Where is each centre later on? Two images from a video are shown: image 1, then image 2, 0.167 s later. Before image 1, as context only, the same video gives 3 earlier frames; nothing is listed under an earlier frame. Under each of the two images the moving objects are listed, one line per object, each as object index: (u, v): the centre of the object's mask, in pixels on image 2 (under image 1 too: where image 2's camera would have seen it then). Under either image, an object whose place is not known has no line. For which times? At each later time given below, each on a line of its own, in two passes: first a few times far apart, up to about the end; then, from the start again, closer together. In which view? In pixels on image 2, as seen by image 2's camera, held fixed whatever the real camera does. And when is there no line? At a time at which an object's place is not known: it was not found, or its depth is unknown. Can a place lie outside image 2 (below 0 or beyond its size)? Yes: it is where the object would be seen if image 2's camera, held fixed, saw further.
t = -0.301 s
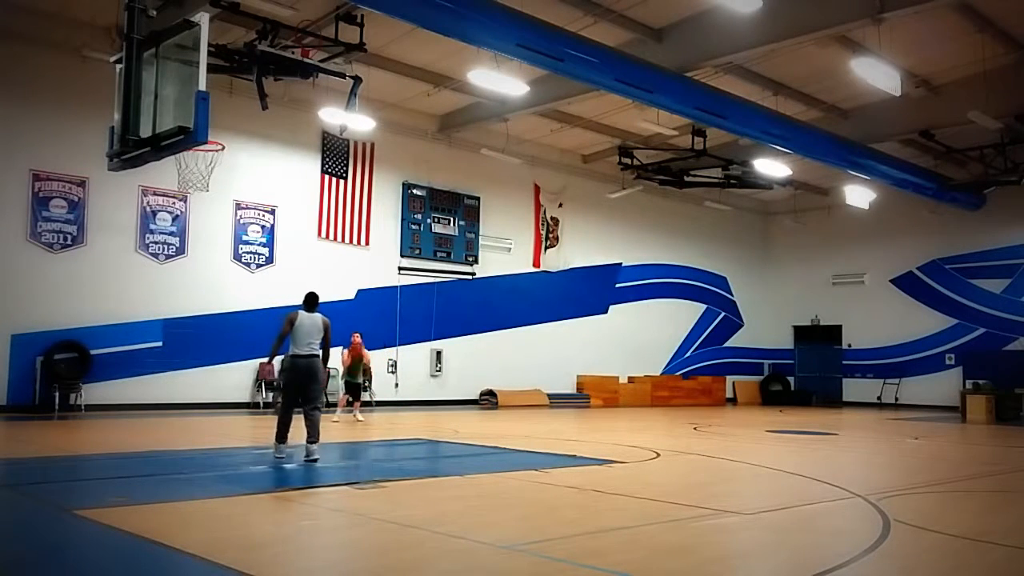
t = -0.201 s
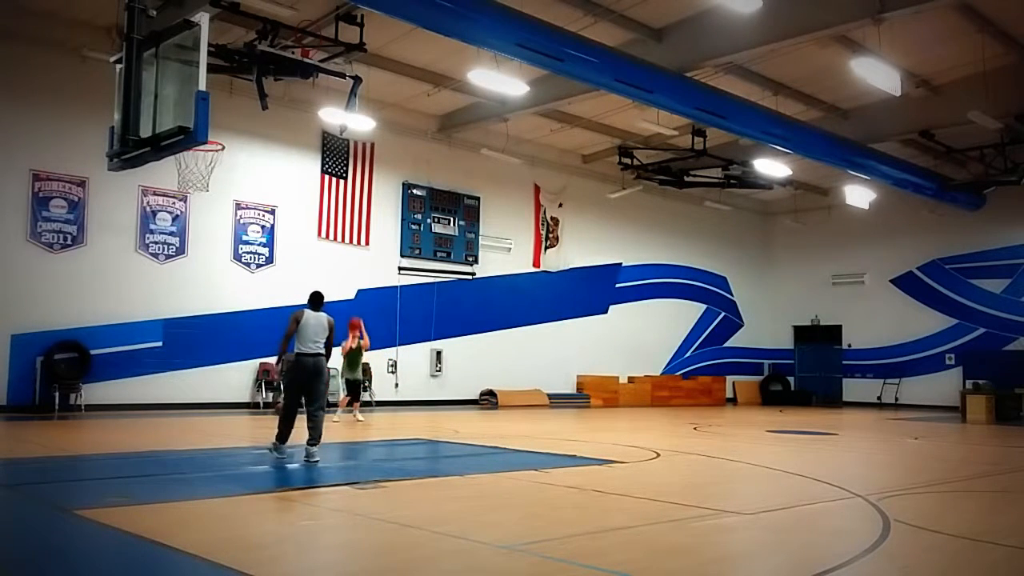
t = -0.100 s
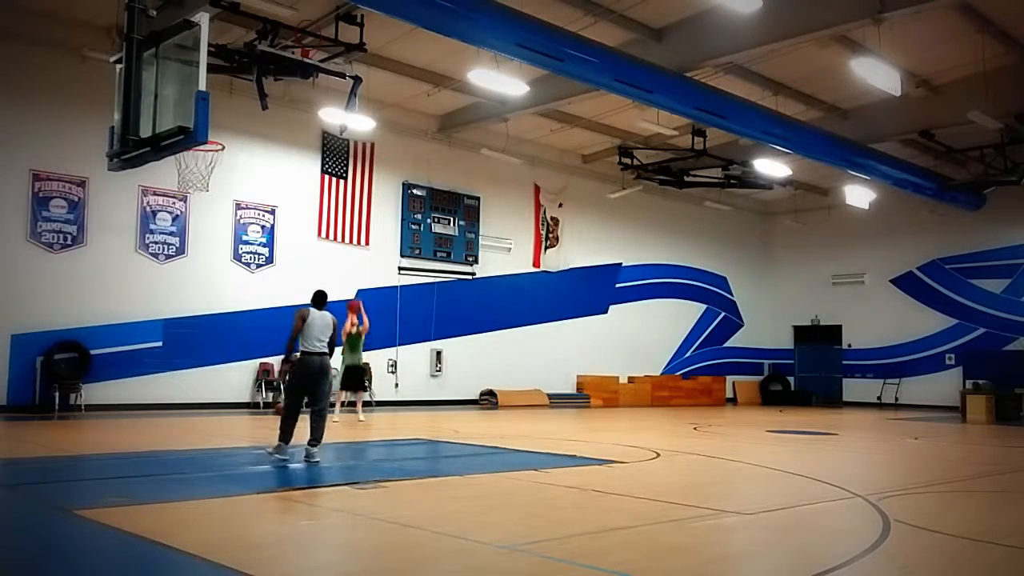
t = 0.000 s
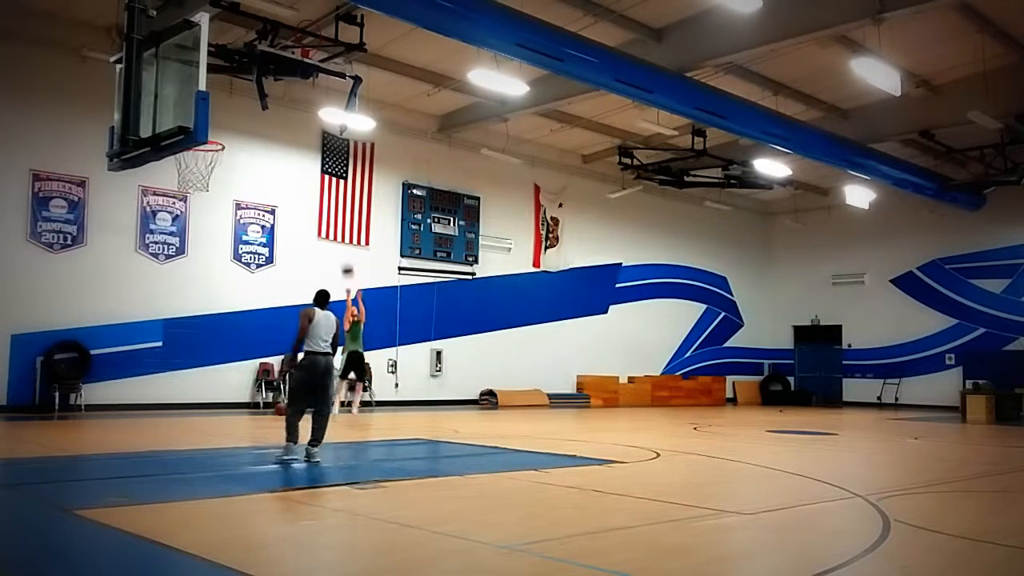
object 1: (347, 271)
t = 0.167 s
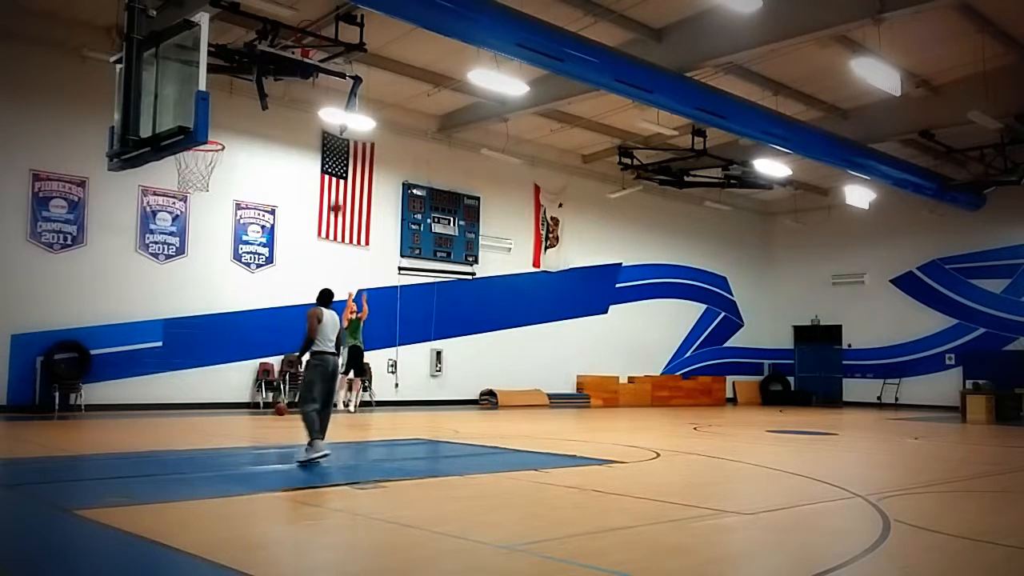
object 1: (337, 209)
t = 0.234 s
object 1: (331, 185)
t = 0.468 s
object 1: (309, 123)
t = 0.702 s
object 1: (280, 88)
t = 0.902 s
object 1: (251, 91)
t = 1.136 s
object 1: (211, 144)
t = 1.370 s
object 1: (177, 180)
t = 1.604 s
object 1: (159, 256)
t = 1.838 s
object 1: (135, 399)
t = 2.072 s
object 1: (131, 388)
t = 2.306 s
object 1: (140, 302)
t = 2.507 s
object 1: (144, 286)
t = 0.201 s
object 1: (333, 197)
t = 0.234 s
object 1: (331, 185)
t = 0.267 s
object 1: (328, 173)
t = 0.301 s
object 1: (326, 165)
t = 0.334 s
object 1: (324, 155)
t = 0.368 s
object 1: (319, 146)
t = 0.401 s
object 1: (316, 137)
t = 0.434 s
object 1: (312, 130)
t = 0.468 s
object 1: (309, 123)
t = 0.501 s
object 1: (305, 115)
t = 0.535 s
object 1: (301, 109)
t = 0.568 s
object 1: (298, 104)
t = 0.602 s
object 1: (293, 99)
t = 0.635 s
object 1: (290, 94)
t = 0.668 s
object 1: (285, 91)
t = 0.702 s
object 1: (280, 88)
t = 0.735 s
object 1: (276, 87)
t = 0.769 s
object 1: (271, 86)
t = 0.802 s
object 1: (266, 85)
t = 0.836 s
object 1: (261, 87)
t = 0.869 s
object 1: (256, 88)
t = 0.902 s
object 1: (251, 91)
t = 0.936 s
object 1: (245, 94)
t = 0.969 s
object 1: (238, 99)
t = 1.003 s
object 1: (232, 105)
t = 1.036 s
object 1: (225, 113)
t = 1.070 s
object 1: (219, 121)
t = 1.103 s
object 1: (215, 129)
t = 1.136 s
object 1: (211, 144)
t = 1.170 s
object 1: (194, 156)
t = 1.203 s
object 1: (188, 163)
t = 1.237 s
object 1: (185, 165)
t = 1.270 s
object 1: (183, 168)
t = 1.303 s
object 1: (181, 171)
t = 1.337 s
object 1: (179, 175)
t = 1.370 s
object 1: (177, 180)
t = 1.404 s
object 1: (175, 187)
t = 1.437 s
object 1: (172, 195)
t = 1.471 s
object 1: (170, 205)
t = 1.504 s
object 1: (167, 216)
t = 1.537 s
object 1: (166, 225)
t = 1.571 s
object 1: (162, 241)
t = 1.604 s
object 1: (159, 256)
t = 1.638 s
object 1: (155, 273)
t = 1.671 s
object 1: (153, 290)
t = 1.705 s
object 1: (150, 308)
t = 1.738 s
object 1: (147, 329)
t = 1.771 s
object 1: (142, 352)
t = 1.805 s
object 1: (140, 372)
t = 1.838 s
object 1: (135, 399)
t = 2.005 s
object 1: (127, 426)
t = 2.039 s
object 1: (130, 407)
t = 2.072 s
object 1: (131, 388)
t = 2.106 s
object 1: (133, 369)
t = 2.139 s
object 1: (134, 357)
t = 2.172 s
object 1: (136, 342)
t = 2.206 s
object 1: (137, 329)
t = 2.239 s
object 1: (138, 319)
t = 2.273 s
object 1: (139, 309)
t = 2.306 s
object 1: (140, 302)
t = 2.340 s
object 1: (140, 296)
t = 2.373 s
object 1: (141, 291)
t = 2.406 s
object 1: (142, 288)
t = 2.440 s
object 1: (143, 286)
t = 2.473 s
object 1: (144, 285)
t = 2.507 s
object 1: (144, 286)
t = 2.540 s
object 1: (144, 288)
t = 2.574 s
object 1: (145, 290)
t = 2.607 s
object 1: (145, 294)
